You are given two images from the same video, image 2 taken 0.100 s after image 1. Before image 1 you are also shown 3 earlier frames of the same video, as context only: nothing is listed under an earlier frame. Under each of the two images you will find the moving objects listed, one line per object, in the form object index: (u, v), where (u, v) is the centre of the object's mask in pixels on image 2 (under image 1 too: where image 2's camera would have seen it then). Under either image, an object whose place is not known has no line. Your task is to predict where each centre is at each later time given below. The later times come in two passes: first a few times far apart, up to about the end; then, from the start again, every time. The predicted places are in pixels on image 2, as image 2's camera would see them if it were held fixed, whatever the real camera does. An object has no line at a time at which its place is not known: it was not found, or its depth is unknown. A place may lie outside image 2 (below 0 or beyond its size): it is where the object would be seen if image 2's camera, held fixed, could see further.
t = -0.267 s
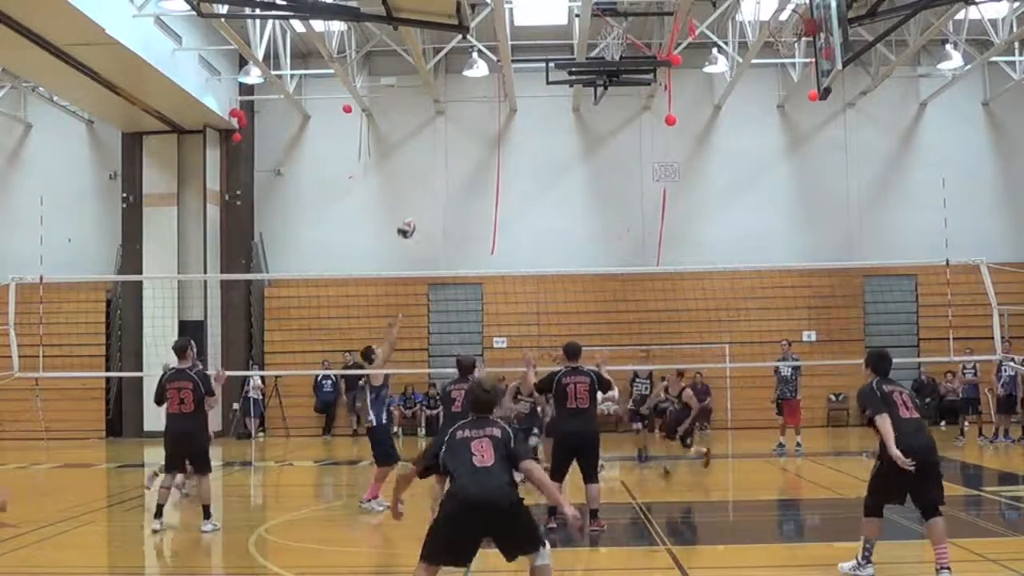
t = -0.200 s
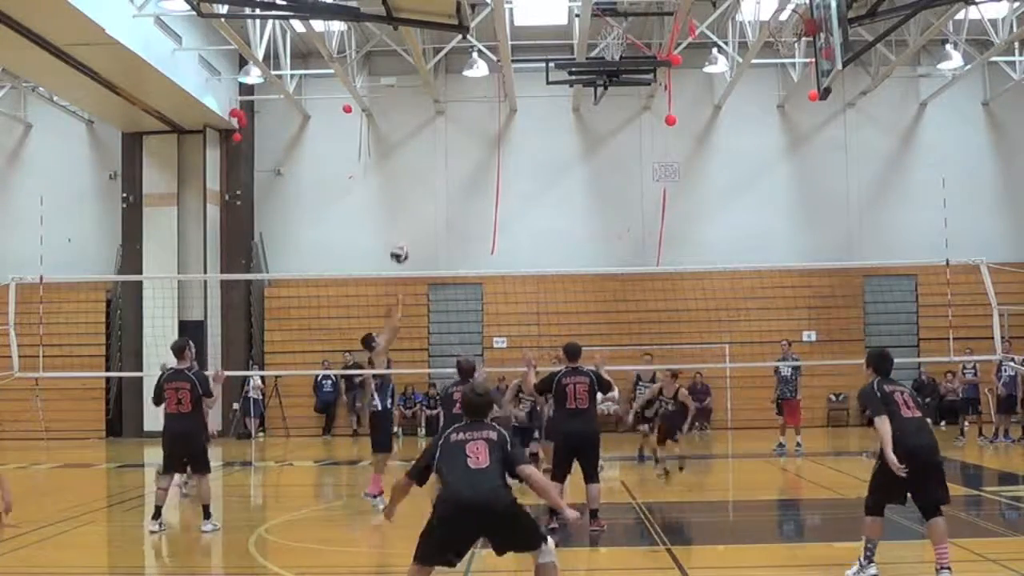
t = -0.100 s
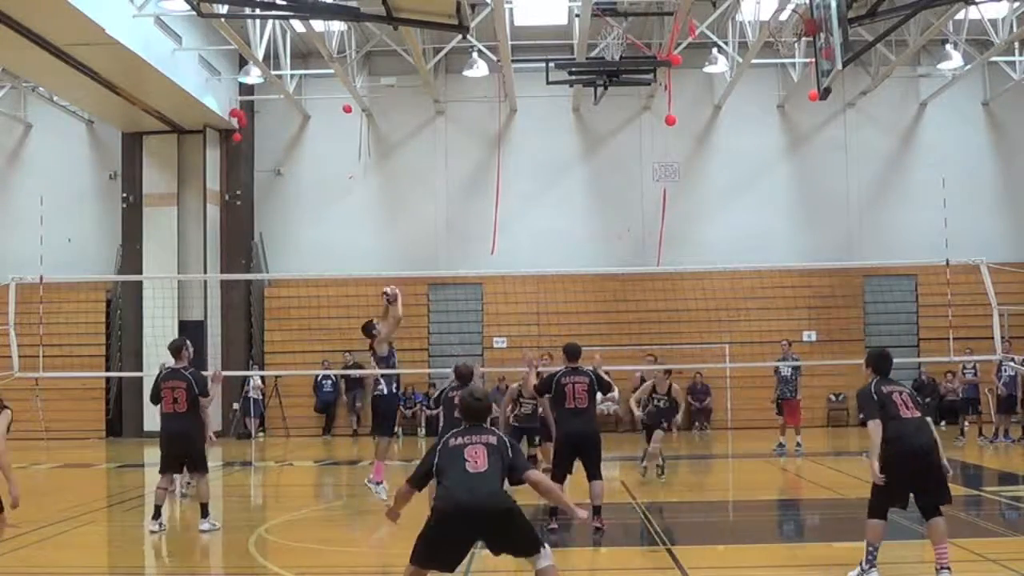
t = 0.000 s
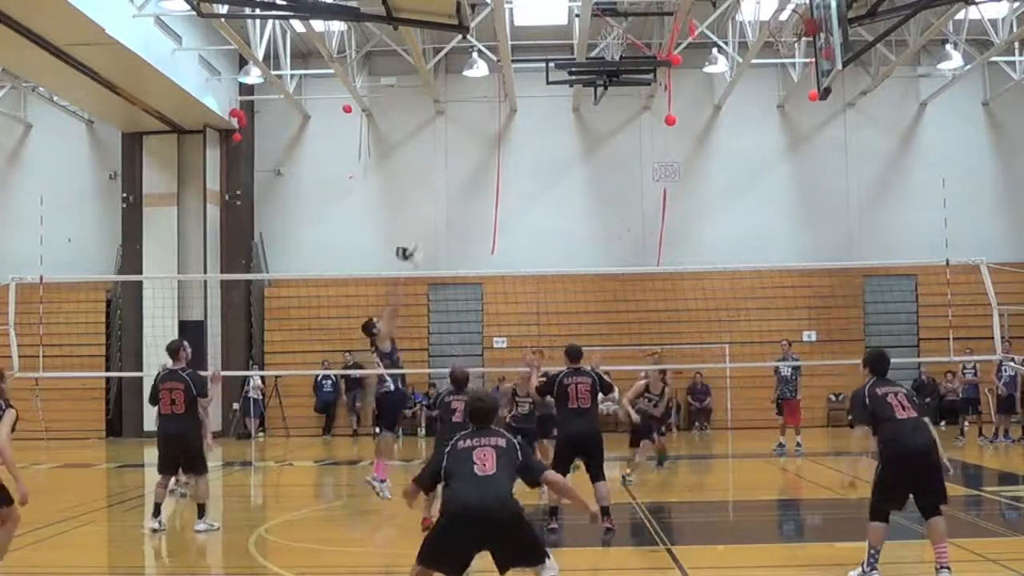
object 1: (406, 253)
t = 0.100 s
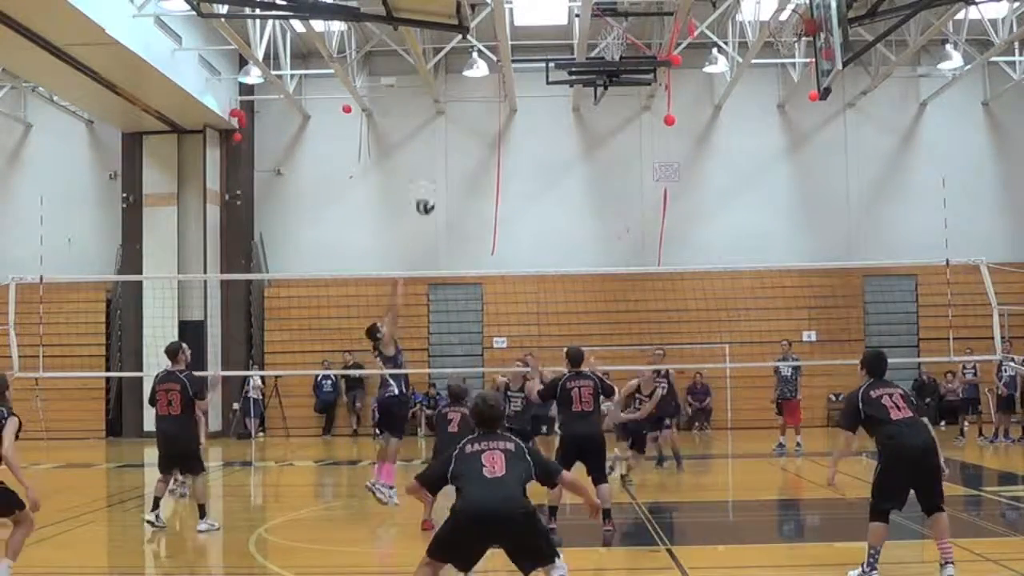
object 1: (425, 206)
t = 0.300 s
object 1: (464, 143)
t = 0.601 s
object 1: (523, 117)
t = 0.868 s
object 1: (575, 162)
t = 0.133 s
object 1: (431, 194)
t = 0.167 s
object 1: (438, 181)
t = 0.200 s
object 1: (445, 170)
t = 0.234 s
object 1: (451, 161)
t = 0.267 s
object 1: (458, 151)
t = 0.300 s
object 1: (464, 143)
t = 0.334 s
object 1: (471, 136)
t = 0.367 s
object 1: (478, 130)
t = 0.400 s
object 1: (483, 125)
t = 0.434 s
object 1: (490, 121)
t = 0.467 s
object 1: (497, 118)
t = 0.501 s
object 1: (504, 116)
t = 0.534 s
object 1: (511, 115)
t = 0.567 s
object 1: (516, 116)
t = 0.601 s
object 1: (523, 117)
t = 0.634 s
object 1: (529, 119)
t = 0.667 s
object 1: (536, 123)
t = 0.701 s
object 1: (543, 127)
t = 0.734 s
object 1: (549, 131)
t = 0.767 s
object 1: (555, 137)
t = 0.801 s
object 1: (562, 144)
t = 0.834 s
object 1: (569, 152)
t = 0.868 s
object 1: (575, 162)
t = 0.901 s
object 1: (581, 172)
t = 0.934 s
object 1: (588, 183)
